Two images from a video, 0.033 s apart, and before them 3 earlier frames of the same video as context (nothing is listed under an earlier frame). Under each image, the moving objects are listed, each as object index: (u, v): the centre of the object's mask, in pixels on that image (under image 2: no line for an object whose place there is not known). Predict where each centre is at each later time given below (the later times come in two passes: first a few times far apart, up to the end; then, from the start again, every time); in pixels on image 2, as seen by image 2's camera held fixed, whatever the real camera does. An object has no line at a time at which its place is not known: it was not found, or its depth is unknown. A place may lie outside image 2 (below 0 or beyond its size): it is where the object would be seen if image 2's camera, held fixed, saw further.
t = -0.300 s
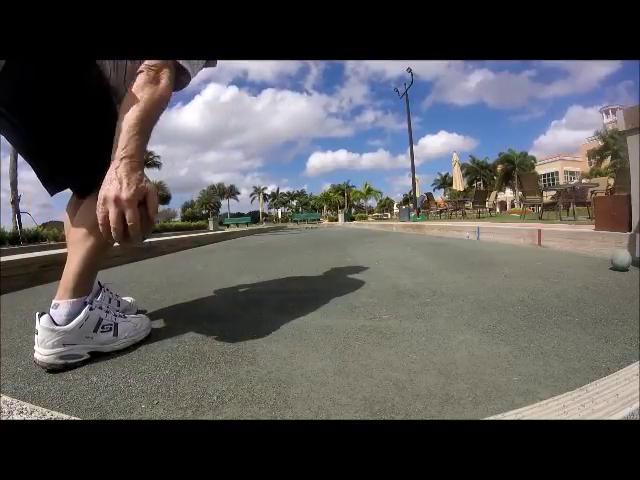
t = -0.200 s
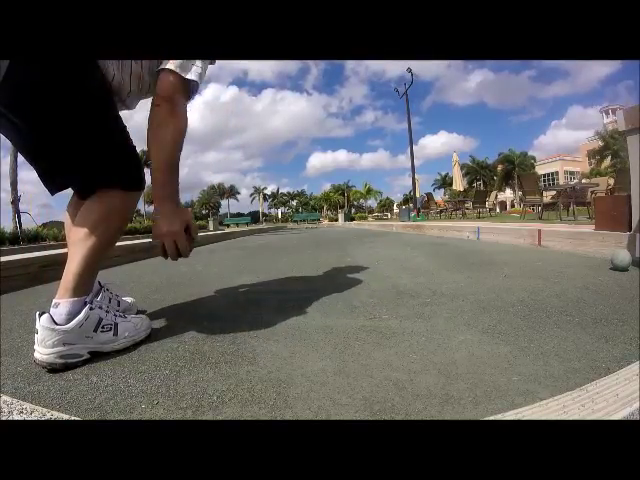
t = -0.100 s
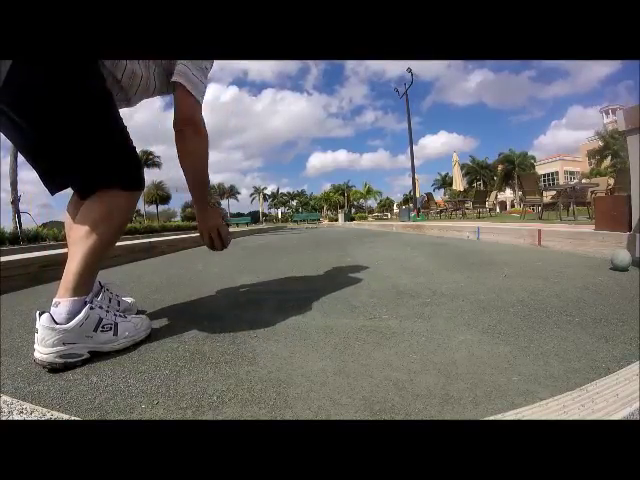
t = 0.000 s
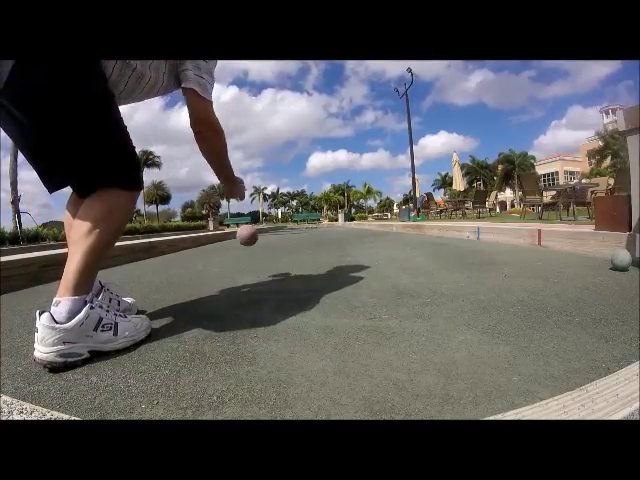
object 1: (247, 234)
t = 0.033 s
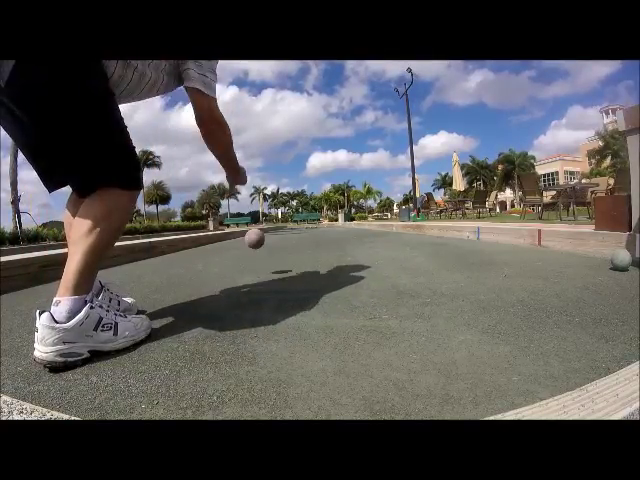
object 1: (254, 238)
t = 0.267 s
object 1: (283, 251)
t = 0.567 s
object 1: (297, 243)
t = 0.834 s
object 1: (305, 239)
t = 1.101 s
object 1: (310, 236)
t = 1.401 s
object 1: (313, 234)
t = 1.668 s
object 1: (317, 232)
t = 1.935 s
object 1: (318, 231)
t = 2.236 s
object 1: (319, 231)
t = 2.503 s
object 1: (322, 230)
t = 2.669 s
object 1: (322, 230)
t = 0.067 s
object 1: (261, 243)
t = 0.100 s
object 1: (267, 249)
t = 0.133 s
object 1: (272, 256)
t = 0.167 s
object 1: (275, 254)
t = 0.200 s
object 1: (278, 252)
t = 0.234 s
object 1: (280, 251)
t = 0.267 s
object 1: (283, 251)
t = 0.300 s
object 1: (285, 250)
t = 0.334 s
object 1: (287, 249)
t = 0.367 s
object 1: (289, 248)
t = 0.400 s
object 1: (290, 247)
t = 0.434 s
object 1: (292, 246)
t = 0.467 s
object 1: (293, 245)
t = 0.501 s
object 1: (295, 245)
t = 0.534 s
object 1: (296, 244)
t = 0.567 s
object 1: (297, 243)
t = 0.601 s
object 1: (298, 242)
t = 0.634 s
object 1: (299, 242)
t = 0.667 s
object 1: (301, 241)
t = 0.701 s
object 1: (301, 241)
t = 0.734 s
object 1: (302, 240)
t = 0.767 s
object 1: (303, 240)
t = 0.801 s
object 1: (304, 239)
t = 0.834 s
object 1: (305, 239)
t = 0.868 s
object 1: (305, 239)
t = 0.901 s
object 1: (306, 238)
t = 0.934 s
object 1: (307, 238)
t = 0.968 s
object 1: (307, 237)
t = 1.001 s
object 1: (308, 237)
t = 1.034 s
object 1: (308, 236)
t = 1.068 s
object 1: (309, 236)
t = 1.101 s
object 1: (310, 236)
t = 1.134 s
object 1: (310, 236)
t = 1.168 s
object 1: (310, 235)
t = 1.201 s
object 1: (311, 235)
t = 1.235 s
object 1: (312, 235)
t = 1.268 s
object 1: (312, 235)
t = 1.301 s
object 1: (312, 235)
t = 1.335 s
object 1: (313, 235)
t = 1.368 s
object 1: (313, 234)
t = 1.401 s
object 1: (313, 234)
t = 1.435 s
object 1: (314, 233)
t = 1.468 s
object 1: (314, 233)
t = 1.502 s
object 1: (315, 233)
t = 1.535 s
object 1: (315, 233)
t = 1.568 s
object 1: (315, 233)
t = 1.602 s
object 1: (316, 233)
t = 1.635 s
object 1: (316, 233)
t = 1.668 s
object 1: (317, 232)
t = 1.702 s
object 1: (317, 232)
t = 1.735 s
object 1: (317, 232)
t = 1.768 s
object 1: (317, 232)
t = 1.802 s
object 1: (317, 232)
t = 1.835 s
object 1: (317, 232)
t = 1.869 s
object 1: (317, 232)
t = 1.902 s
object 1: (318, 231)
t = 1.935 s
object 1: (318, 231)
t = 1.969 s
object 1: (318, 231)
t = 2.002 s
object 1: (318, 231)
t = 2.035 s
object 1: (318, 231)
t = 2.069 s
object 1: (319, 231)
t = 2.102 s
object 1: (319, 231)
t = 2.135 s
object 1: (319, 231)
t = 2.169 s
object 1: (319, 230)
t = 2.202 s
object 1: (319, 231)
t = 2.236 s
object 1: (319, 231)
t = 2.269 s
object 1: (320, 231)
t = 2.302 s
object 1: (320, 231)
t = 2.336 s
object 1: (320, 231)
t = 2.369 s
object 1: (320, 230)
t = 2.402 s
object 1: (320, 230)
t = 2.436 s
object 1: (321, 230)
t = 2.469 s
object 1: (321, 230)
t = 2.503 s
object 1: (322, 230)
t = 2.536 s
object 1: (322, 230)
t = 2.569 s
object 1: (322, 230)
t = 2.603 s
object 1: (322, 229)
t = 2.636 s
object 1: (322, 229)
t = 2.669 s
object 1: (322, 230)
